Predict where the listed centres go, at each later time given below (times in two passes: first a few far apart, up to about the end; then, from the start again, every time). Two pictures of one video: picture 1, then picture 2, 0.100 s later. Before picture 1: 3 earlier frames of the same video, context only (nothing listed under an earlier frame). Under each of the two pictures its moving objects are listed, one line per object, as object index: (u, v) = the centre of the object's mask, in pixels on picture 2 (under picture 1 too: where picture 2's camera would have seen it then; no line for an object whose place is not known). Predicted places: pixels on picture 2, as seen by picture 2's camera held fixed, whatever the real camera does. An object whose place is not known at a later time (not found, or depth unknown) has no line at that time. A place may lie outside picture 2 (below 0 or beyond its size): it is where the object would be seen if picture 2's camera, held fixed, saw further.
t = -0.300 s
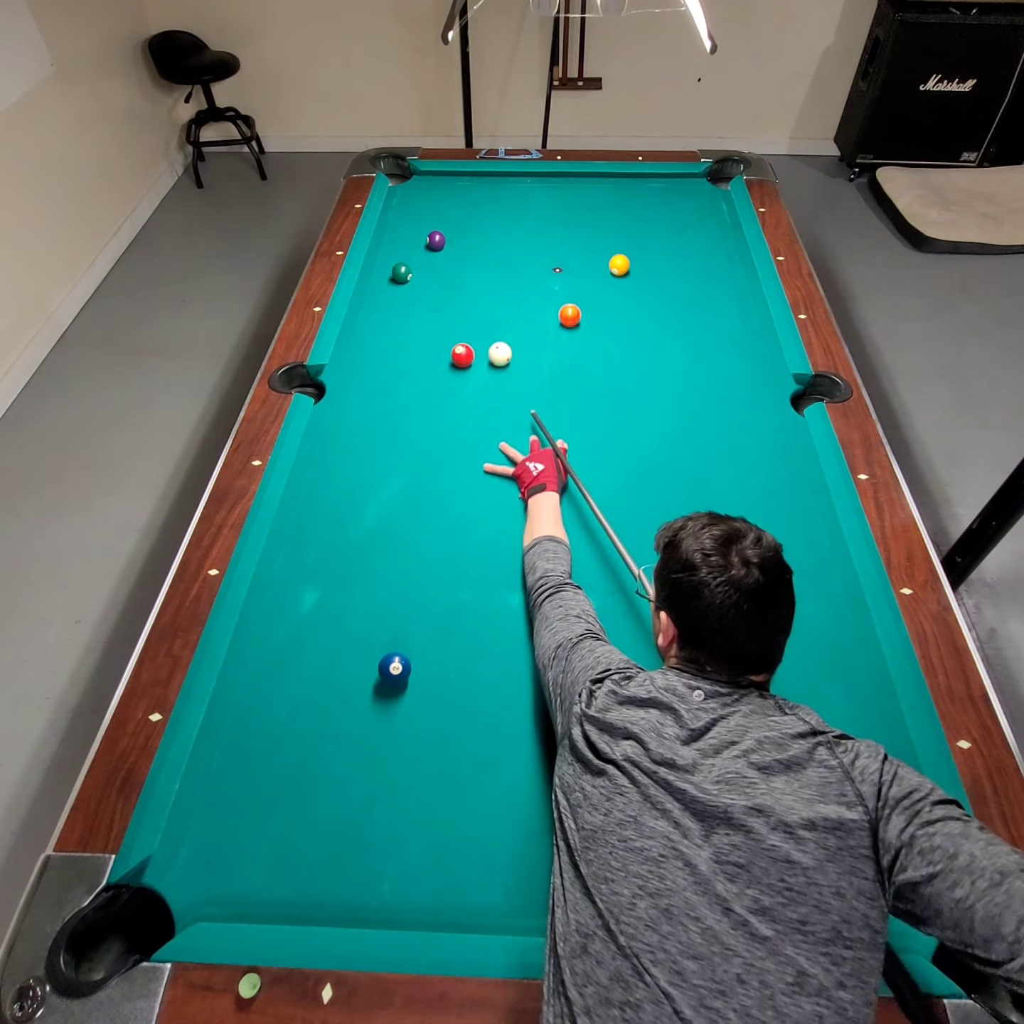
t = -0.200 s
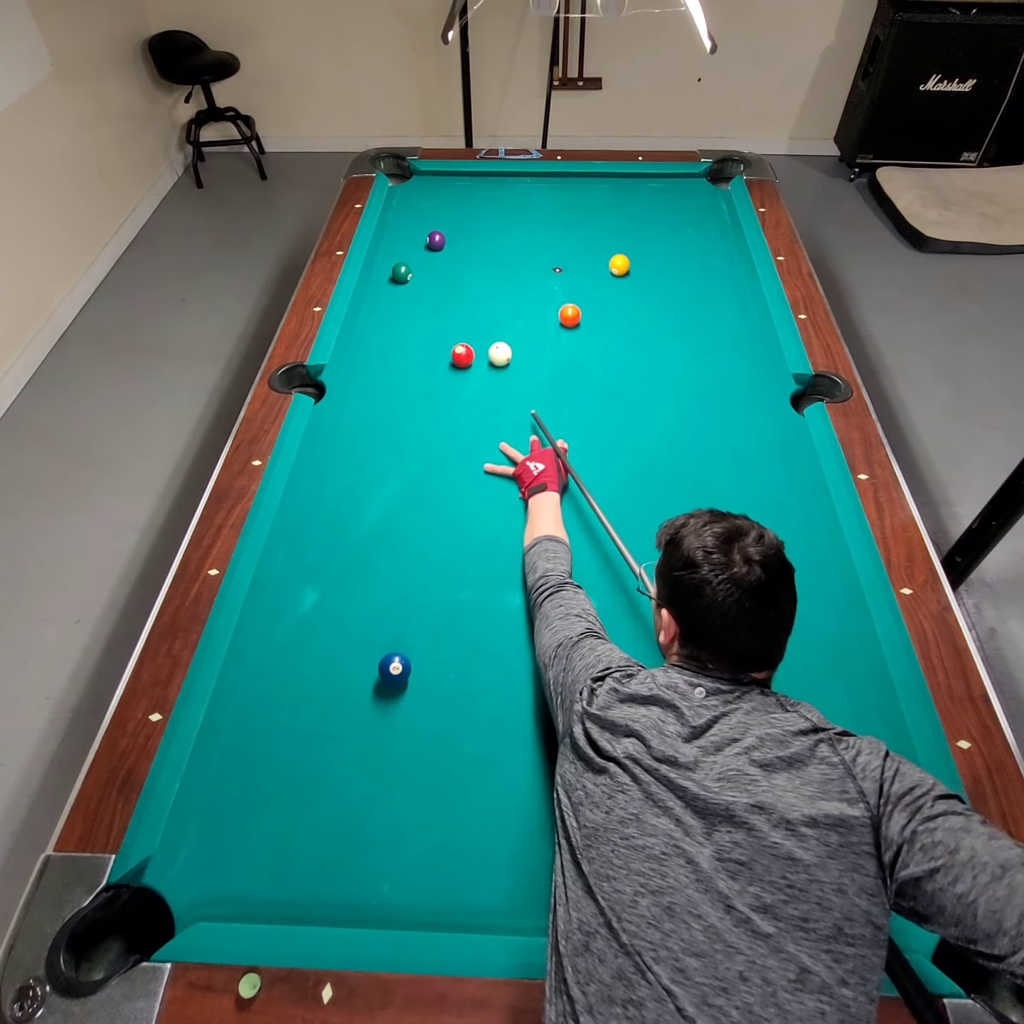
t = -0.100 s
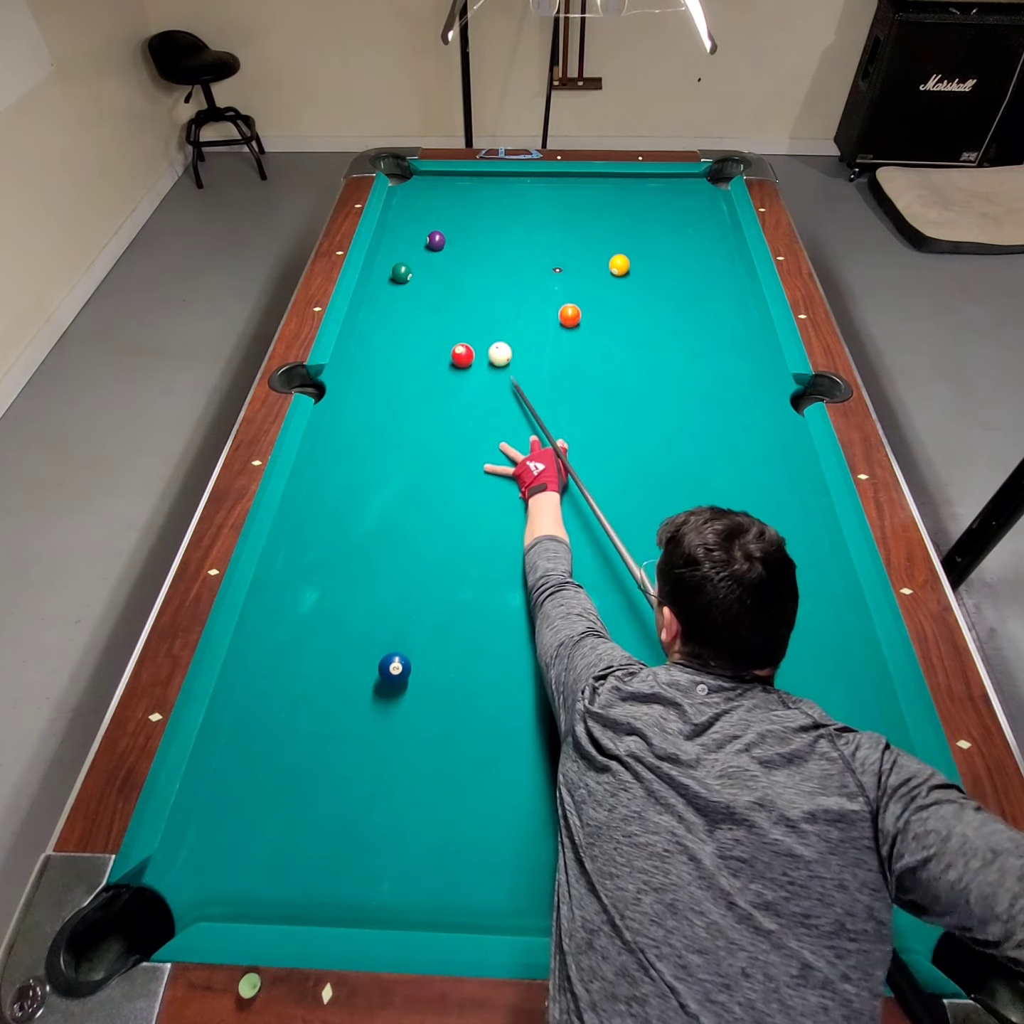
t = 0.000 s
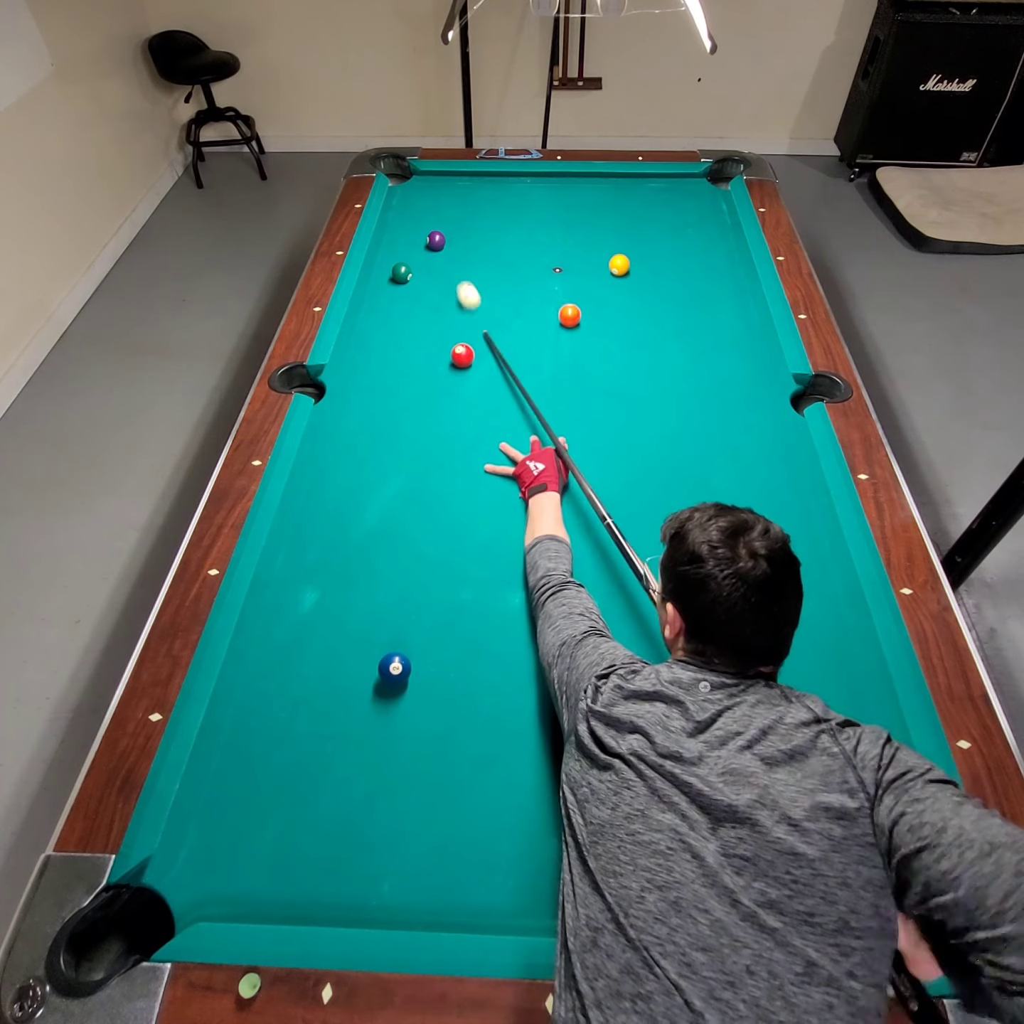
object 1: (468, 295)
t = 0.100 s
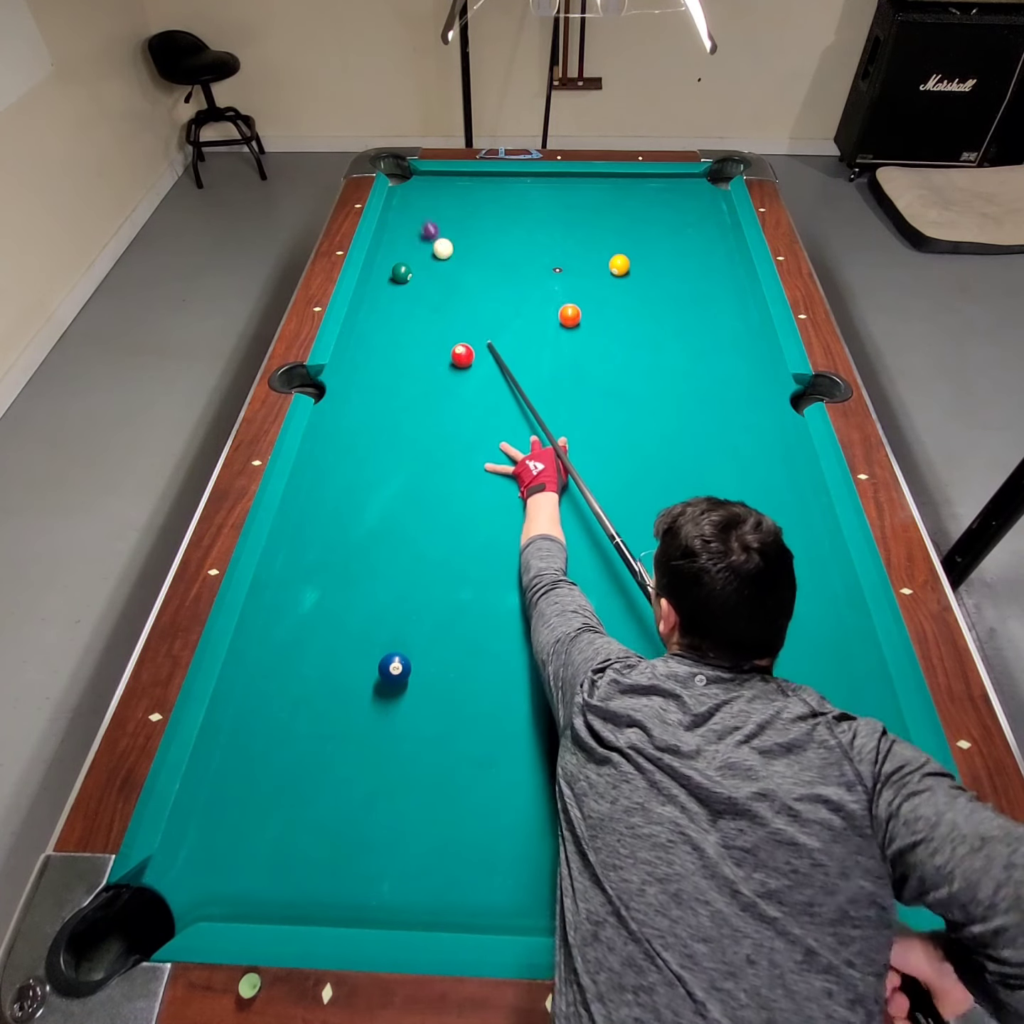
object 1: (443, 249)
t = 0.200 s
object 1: (447, 249)
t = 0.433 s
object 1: (462, 263)
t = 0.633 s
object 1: (476, 278)
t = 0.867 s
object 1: (493, 296)
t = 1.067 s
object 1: (506, 311)
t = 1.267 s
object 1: (519, 326)
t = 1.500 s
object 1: (535, 344)
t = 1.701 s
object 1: (548, 358)
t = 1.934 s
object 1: (562, 375)
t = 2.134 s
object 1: (574, 390)
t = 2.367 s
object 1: (588, 406)
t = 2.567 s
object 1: (598, 419)
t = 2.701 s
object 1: (605, 427)
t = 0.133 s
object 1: (444, 248)
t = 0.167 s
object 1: (445, 248)
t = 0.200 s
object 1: (447, 249)
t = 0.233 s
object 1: (449, 250)
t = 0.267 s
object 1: (451, 251)
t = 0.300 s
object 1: (453, 253)
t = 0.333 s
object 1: (455, 256)
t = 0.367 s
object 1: (457, 258)
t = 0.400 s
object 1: (460, 261)
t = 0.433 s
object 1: (462, 263)
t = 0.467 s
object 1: (465, 266)
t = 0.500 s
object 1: (467, 268)
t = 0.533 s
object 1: (469, 271)
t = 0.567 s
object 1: (472, 273)
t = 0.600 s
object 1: (474, 276)
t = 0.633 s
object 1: (476, 278)
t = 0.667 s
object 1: (479, 281)
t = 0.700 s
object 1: (481, 283)
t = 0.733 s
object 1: (483, 286)
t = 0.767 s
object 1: (486, 288)
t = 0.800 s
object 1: (488, 290)
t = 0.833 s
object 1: (490, 293)
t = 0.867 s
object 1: (493, 296)
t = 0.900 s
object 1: (495, 298)
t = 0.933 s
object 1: (497, 301)
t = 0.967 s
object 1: (499, 303)
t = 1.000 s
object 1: (501, 306)
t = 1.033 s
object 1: (504, 308)
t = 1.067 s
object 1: (506, 311)
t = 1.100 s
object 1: (508, 313)
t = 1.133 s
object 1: (510, 316)
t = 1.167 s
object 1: (513, 318)
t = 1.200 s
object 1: (515, 321)
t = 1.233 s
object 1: (517, 323)
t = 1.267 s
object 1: (519, 326)
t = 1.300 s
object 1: (522, 328)
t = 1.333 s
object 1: (524, 331)
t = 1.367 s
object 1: (526, 333)
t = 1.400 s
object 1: (528, 336)
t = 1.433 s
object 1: (530, 339)
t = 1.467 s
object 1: (533, 341)
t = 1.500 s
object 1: (535, 344)
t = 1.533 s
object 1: (537, 346)
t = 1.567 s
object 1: (539, 349)
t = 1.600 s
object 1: (541, 351)
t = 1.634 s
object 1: (543, 353)
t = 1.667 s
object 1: (546, 356)
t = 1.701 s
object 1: (548, 358)
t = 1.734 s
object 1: (550, 361)
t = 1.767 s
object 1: (552, 363)
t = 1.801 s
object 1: (554, 366)
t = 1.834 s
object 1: (556, 368)
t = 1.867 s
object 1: (558, 371)
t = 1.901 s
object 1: (560, 373)
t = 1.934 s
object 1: (562, 375)
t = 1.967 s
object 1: (564, 378)
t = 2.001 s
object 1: (566, 380)
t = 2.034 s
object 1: (568, 383)
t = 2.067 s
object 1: (570, 385)
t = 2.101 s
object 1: (572, 387)
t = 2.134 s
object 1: (574, 390)
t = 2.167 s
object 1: (576, 392)
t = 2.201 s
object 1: (578, 394)
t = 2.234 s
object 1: (580, 397)
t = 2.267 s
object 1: (582, 399)
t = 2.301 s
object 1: (584, 401)
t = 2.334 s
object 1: (586, 403)
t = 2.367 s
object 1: (588, 406)
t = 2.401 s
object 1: (589, 408)
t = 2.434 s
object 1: (591, 410)
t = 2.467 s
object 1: (593, 412)
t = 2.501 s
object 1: (595, 414)
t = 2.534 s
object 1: (597, 417)
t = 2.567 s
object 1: (598, 419)
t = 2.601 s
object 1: (600, 421)
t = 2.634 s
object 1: (602, 423)
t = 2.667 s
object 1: (603, 425)
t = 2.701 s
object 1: (605, 427)
